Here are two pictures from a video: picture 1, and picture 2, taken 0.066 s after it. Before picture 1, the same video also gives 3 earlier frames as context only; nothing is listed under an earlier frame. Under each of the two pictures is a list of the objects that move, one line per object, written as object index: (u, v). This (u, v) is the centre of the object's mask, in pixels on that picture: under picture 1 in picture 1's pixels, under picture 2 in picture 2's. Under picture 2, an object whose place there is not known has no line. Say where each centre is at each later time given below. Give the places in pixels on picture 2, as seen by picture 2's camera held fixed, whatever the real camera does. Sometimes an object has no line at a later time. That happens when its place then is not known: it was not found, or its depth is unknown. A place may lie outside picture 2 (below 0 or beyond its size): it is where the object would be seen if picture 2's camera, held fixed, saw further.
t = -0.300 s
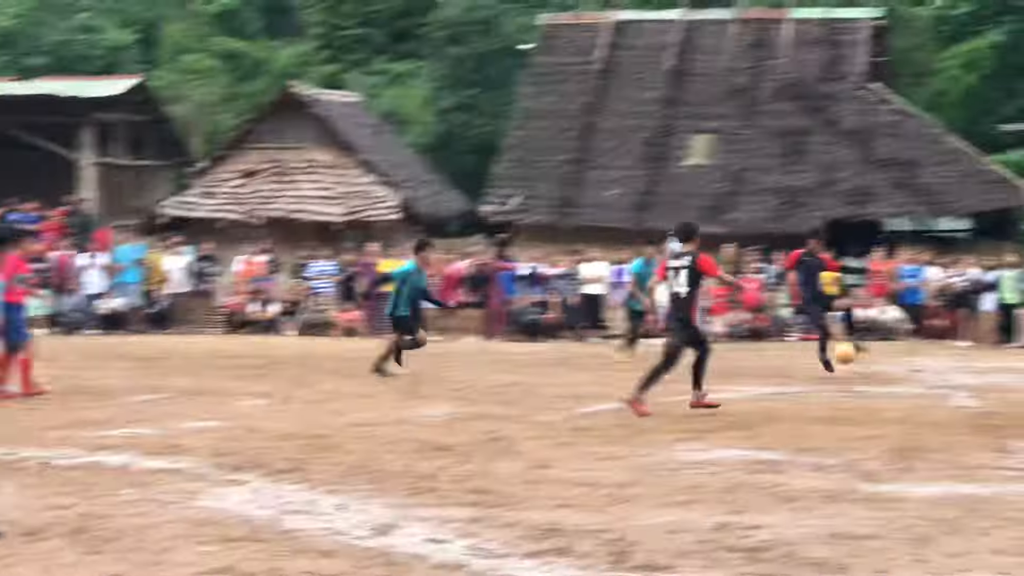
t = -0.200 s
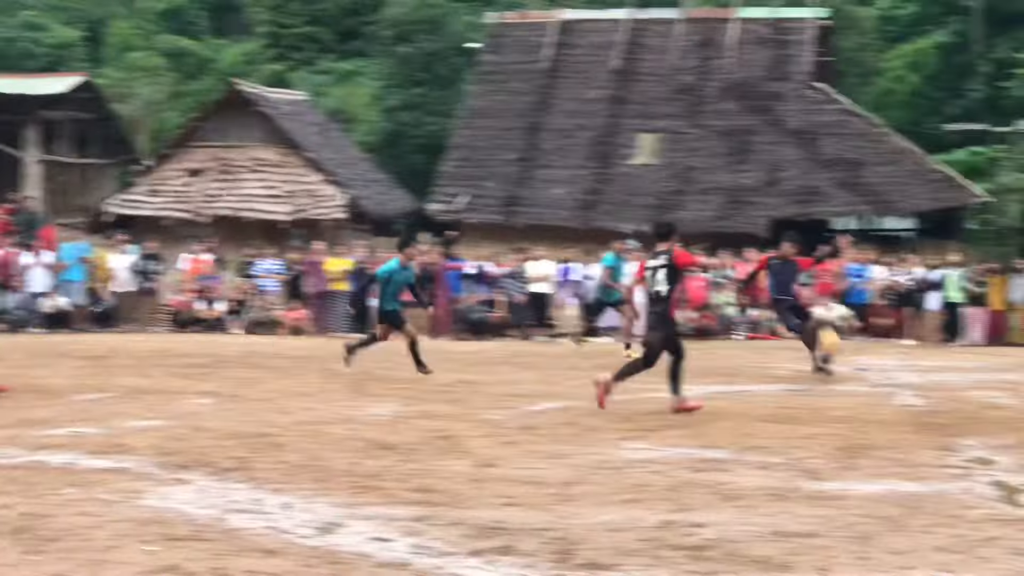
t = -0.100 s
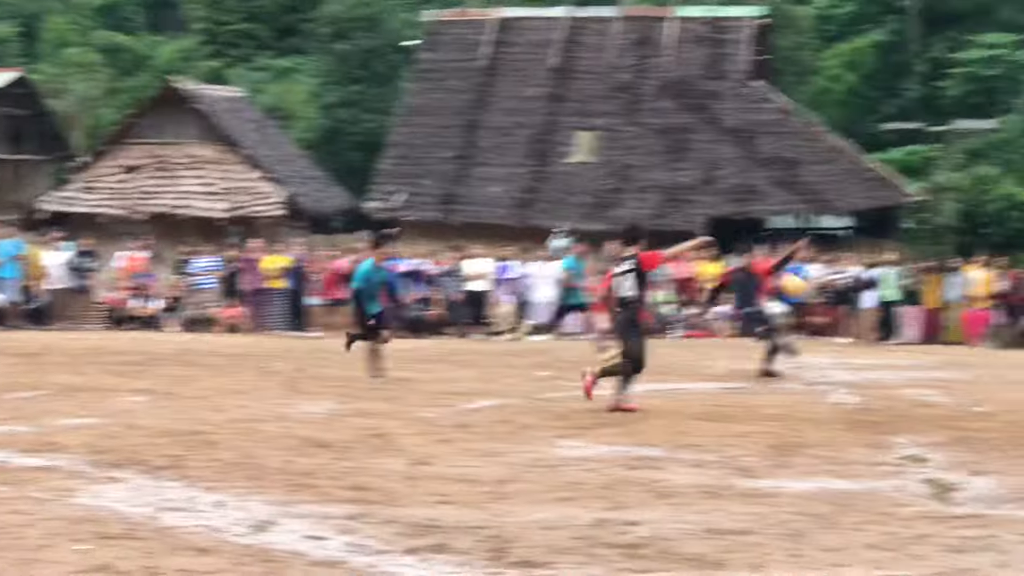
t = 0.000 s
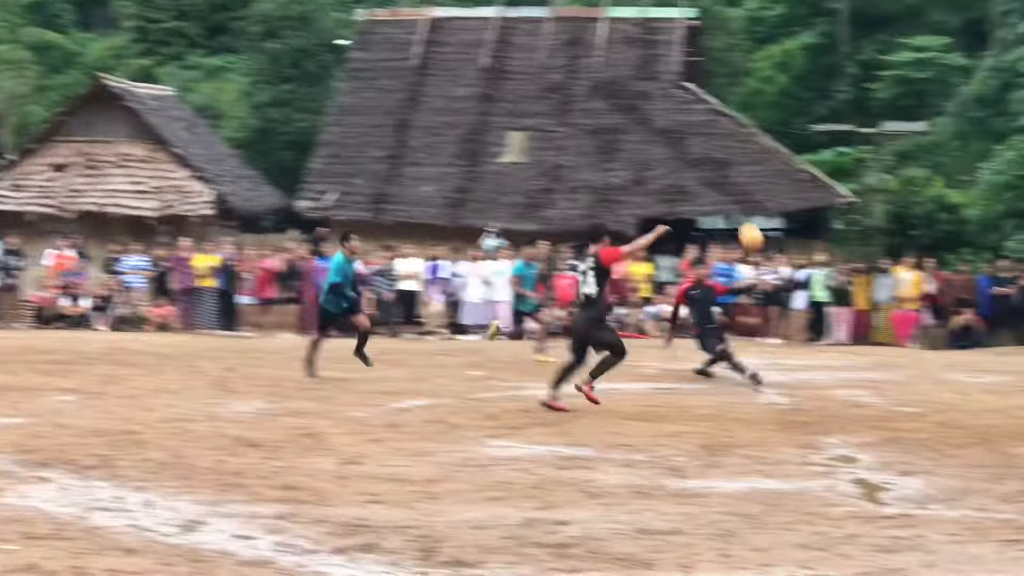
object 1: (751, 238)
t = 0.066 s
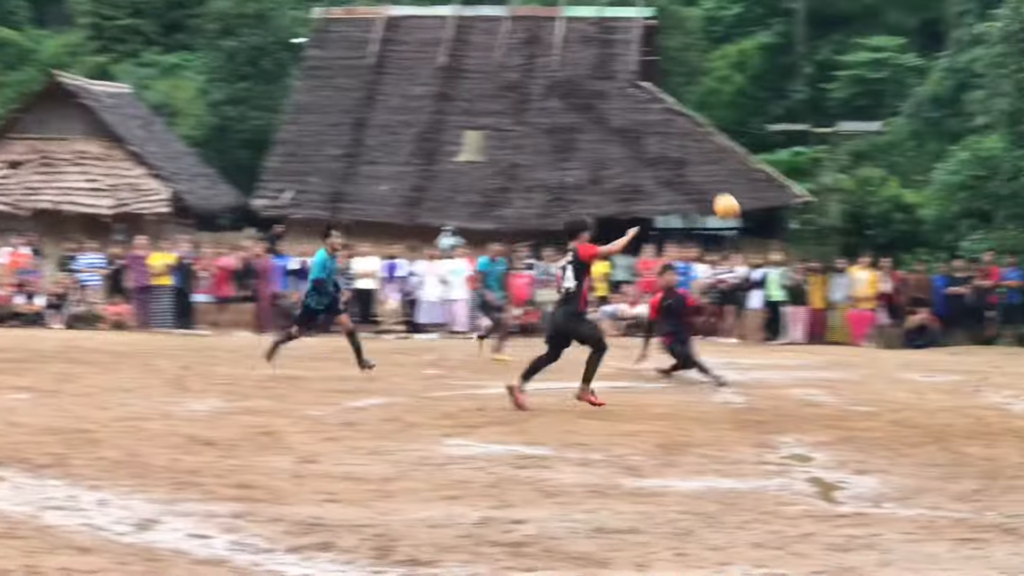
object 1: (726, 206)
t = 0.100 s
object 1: (730, 195)
